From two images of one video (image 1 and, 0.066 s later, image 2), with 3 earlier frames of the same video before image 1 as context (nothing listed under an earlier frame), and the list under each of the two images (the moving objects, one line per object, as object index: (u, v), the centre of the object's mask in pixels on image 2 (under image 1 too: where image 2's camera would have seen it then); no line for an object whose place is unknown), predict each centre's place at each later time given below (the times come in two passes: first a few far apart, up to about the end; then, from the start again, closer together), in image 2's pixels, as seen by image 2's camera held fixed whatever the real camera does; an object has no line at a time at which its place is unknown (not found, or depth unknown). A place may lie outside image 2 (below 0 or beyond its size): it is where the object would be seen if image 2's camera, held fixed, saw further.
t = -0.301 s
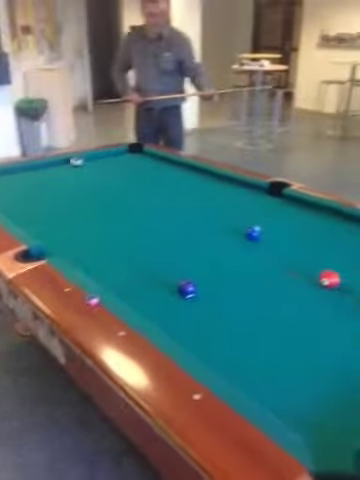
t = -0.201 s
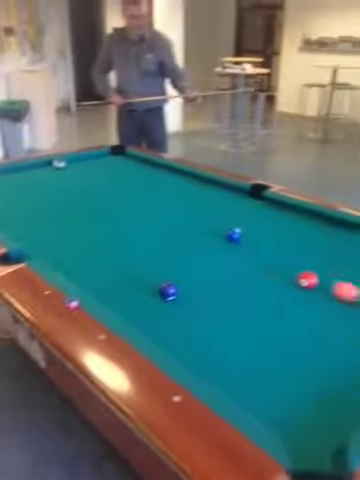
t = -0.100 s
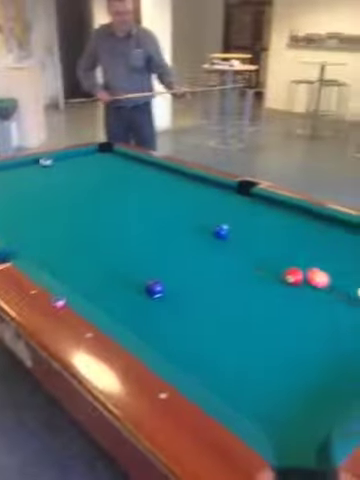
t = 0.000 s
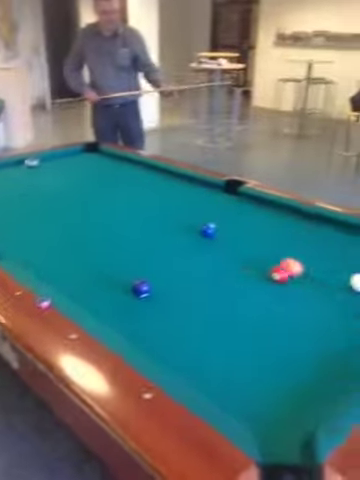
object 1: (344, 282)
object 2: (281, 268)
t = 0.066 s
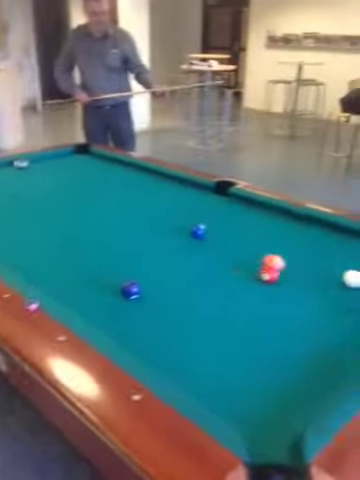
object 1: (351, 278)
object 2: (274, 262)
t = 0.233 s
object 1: (363, 268)
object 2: (257, 252)
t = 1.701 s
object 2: (179, 196)
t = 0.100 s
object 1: (355, 276)
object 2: (270, 260)
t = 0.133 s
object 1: (357, 274)
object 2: (267, 258)
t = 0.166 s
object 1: (359, 272)
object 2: (263, 255)
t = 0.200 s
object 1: (360, 270)
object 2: (260, 253)
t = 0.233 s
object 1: (363, 268)
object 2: (257, 252)
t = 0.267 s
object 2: (254, 250)
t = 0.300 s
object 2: (251, 247)
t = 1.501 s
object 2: (184, 201)
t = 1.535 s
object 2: (183, 200)
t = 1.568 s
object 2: (183, 199)
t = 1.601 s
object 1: (342, 249)
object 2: (181, 198)
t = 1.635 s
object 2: (180, 197)
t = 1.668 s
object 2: (179, 196)
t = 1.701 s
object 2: (179, 196)
